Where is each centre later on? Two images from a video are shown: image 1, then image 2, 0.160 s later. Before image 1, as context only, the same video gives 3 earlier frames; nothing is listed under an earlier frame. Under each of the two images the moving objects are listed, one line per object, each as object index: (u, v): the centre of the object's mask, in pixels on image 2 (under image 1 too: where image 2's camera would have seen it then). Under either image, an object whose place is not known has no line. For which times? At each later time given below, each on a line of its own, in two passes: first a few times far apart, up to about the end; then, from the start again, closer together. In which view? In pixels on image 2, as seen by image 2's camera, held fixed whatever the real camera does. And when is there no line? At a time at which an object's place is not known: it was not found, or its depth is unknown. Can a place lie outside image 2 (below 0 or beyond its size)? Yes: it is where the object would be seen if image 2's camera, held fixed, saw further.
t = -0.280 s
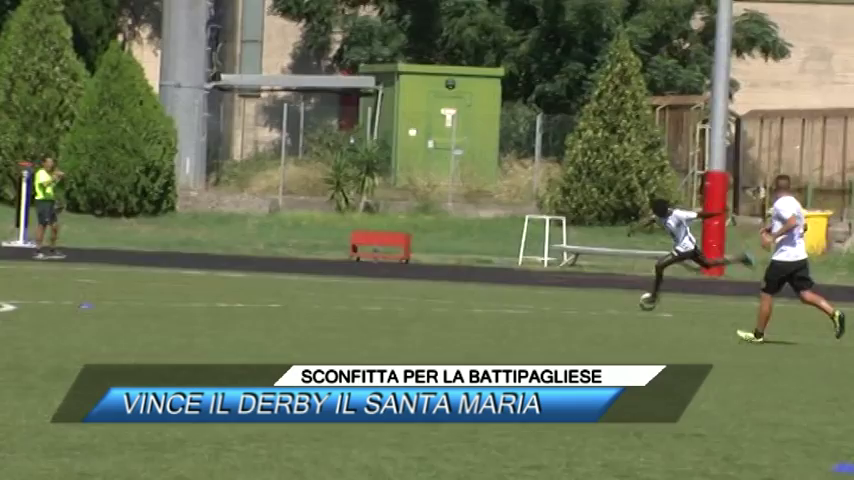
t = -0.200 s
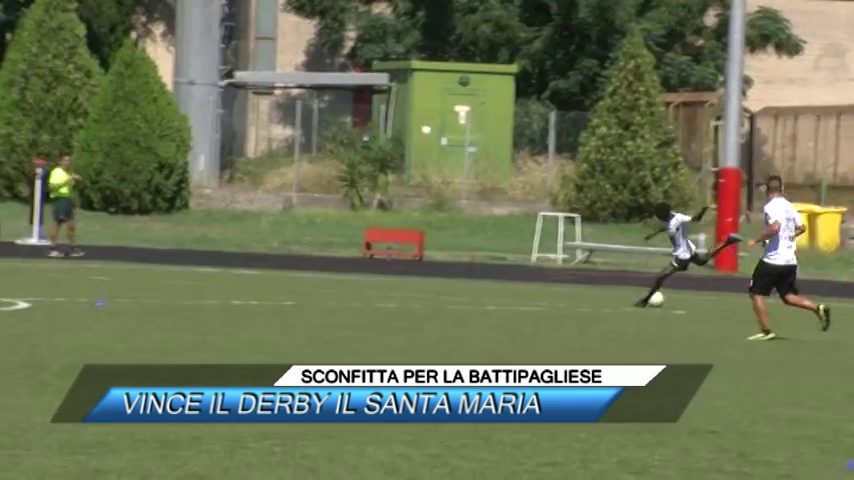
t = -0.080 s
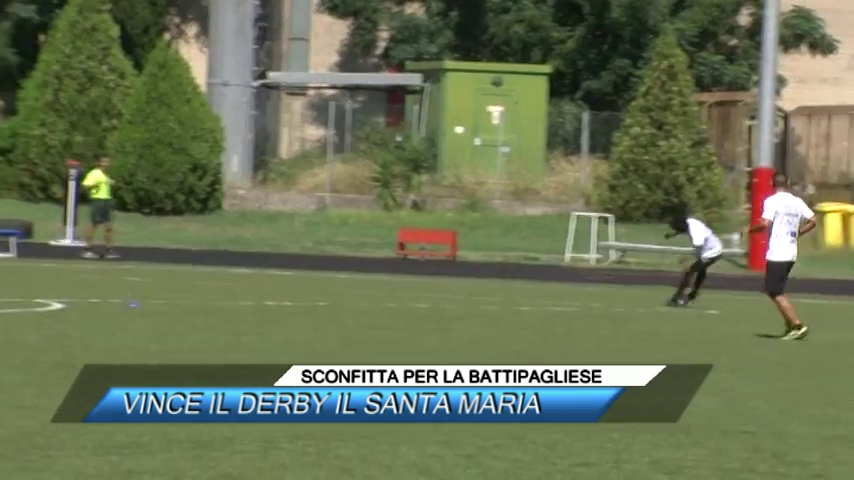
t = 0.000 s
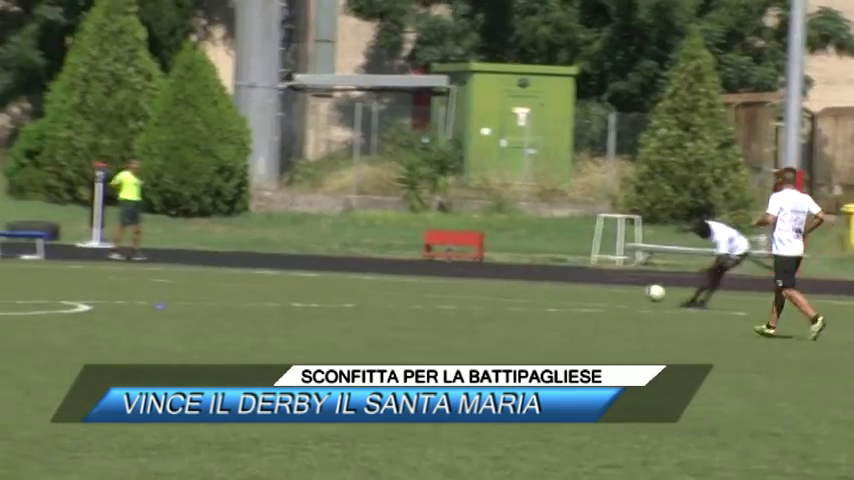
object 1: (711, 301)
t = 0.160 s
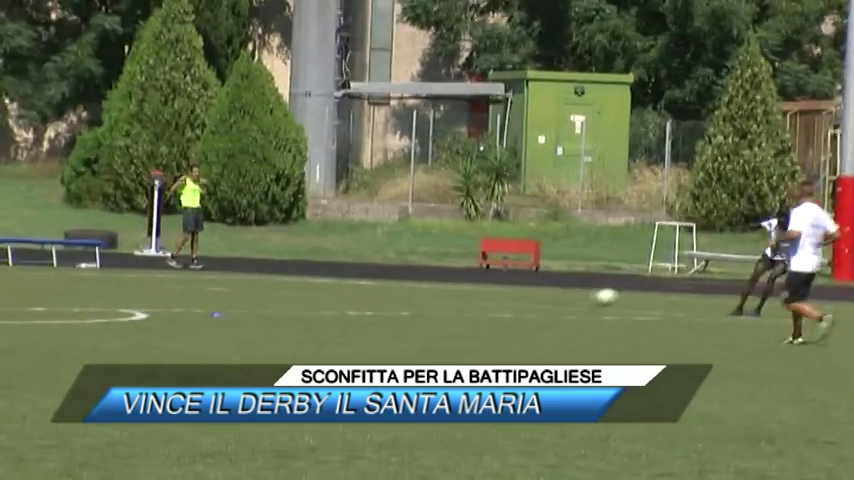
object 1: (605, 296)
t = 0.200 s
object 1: (578, 299)
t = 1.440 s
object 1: (4, 288)
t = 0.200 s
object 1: (578, 299)
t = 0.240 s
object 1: (551, 303)
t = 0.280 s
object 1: (528, 300)
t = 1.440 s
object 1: (4, 288)
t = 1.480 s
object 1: (-14, 289)
